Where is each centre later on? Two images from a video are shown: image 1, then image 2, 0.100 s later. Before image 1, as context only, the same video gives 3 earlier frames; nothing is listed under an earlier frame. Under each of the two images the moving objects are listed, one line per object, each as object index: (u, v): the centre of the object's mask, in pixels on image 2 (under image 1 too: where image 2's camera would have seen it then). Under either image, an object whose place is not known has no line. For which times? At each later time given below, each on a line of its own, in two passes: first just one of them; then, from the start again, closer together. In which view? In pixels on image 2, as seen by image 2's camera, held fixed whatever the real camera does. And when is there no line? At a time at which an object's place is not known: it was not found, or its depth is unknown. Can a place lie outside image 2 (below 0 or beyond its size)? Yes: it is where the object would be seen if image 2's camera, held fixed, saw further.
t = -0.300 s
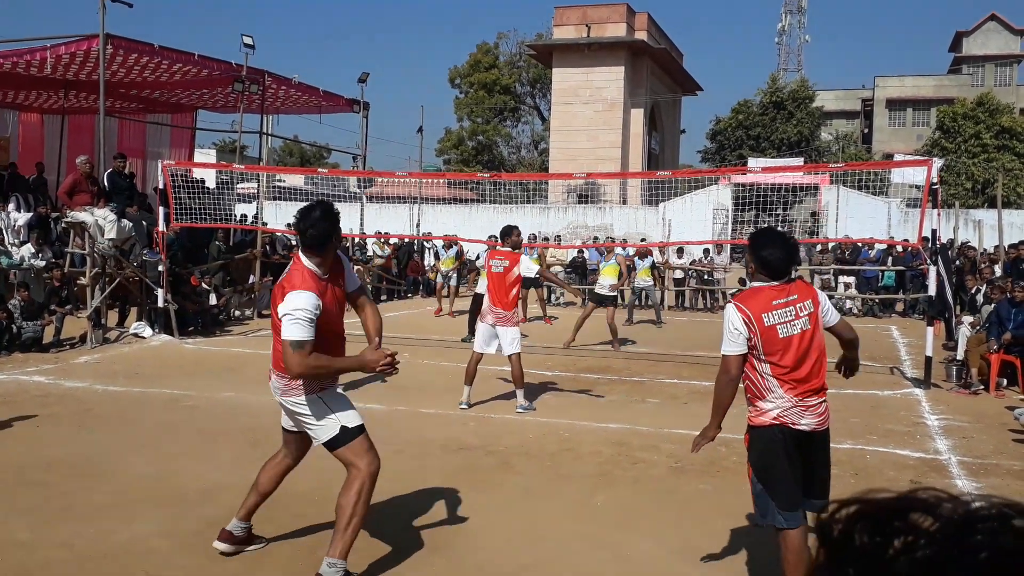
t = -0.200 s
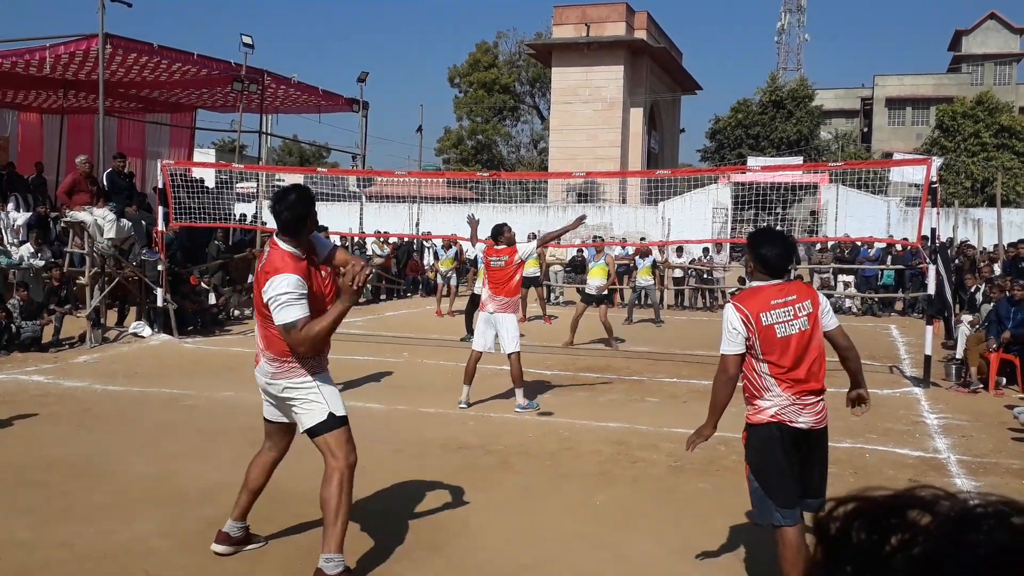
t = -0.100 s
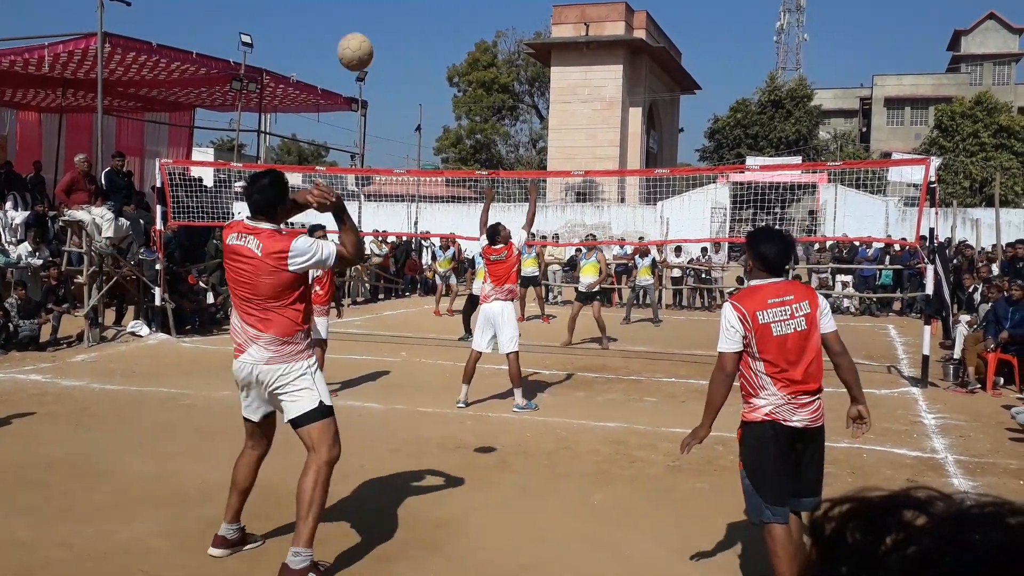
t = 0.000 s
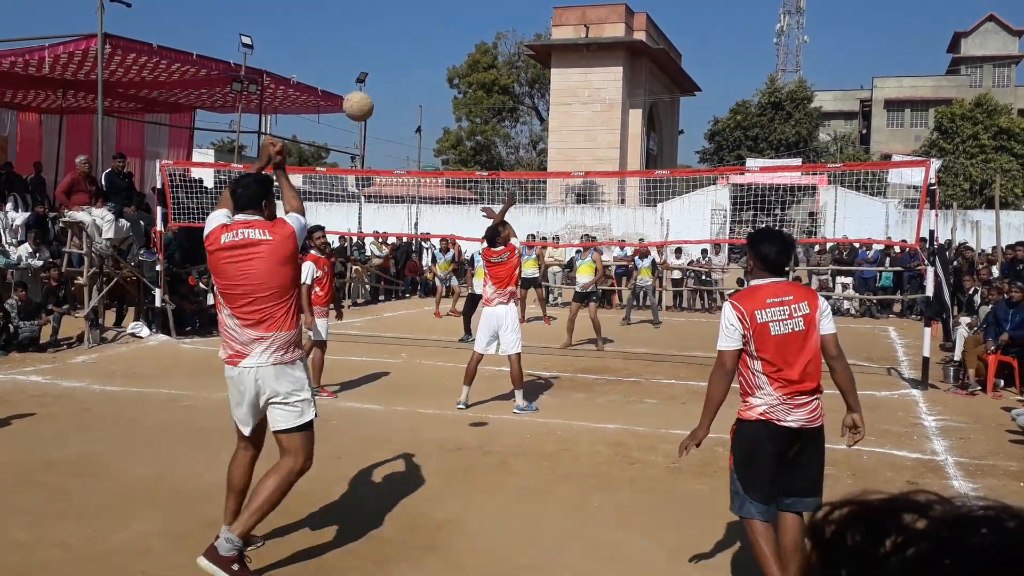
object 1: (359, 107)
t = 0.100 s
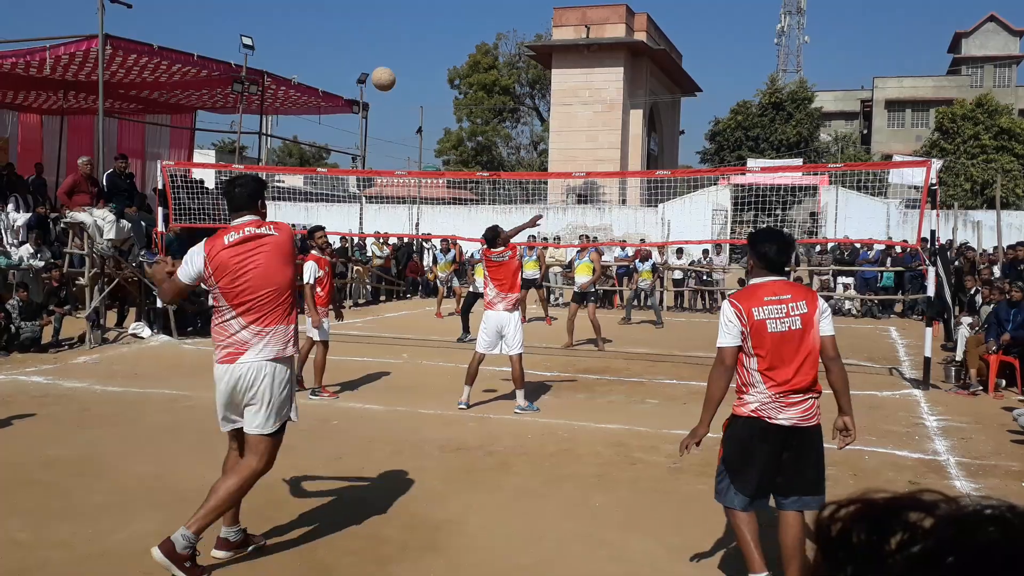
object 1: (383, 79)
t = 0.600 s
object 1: (430, 162)
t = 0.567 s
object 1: (429, 152)
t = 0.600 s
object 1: (430, 162)
